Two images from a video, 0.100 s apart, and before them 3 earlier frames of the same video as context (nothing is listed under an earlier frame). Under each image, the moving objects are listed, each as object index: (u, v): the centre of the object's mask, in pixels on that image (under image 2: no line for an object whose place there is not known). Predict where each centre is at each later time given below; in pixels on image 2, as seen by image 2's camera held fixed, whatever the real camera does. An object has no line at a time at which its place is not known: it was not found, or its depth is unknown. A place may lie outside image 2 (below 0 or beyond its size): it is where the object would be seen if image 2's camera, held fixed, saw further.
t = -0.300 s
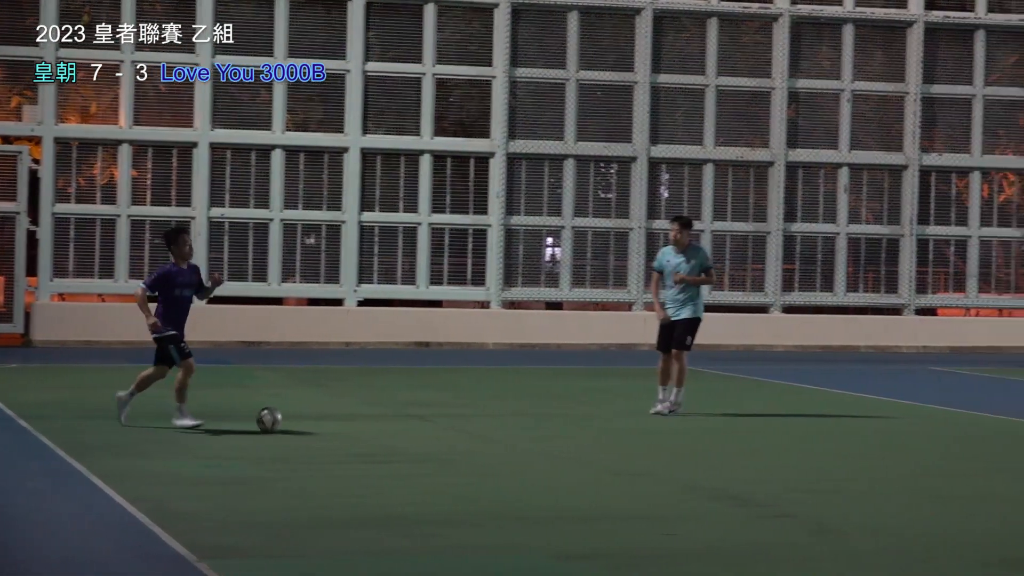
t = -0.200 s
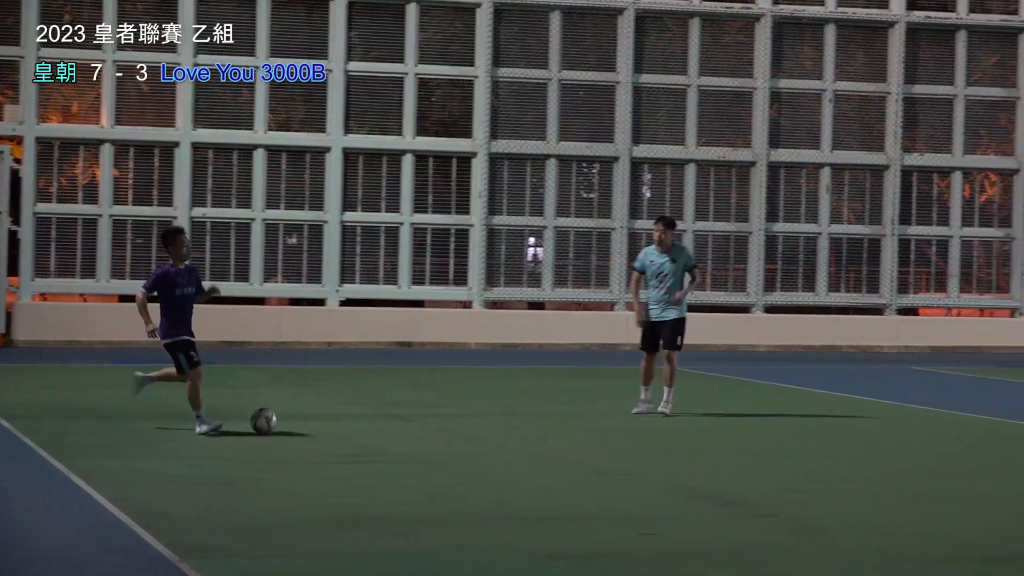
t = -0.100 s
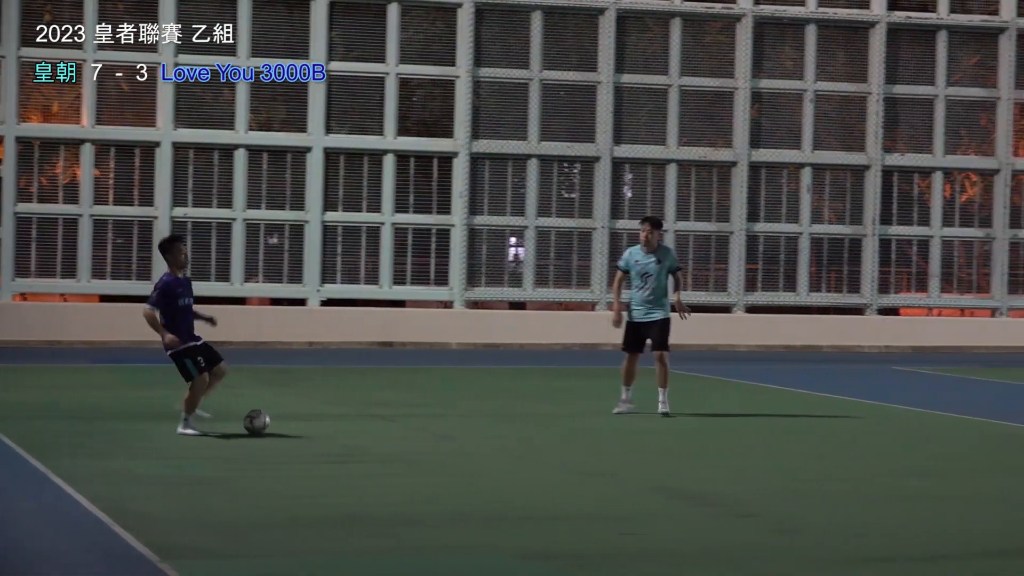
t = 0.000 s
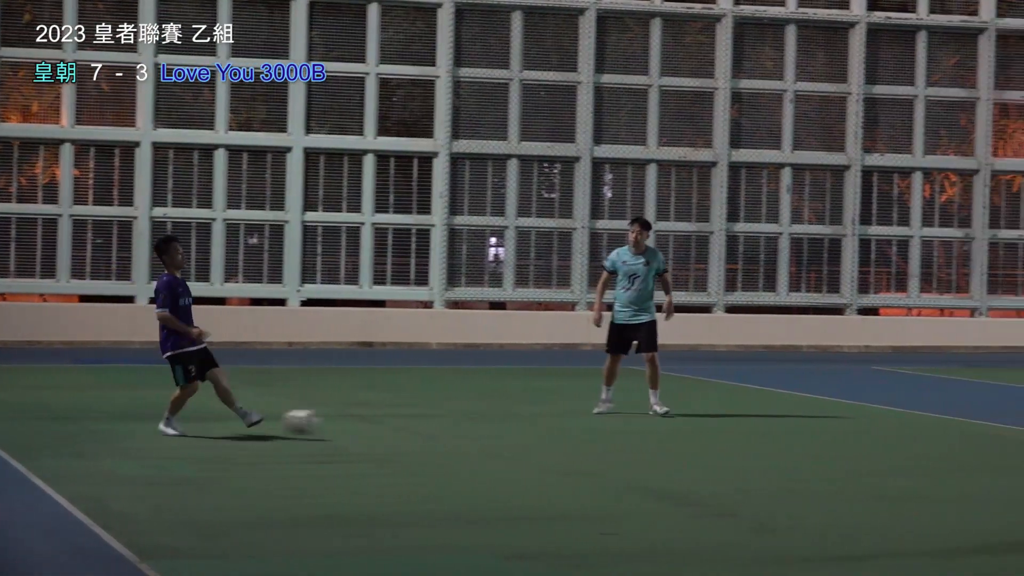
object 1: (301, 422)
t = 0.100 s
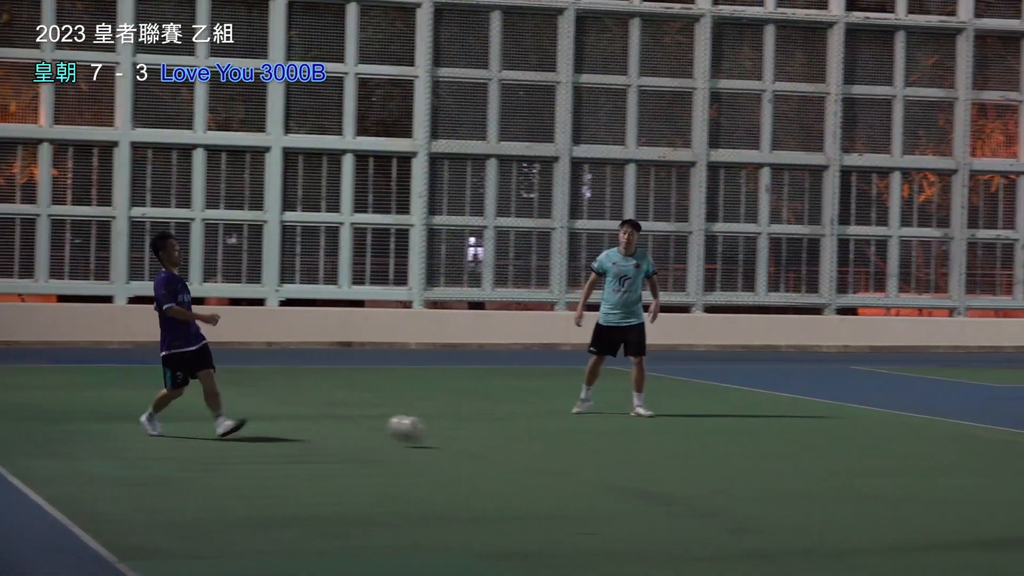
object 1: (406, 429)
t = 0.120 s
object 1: (431, 433)
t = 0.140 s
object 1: (457, 436)
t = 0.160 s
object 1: (484, 438)
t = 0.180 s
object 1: (506, 438)
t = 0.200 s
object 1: (529, 438)
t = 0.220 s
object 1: (551, 439)
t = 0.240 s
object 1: (574, 441)
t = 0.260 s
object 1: (597, 443)
